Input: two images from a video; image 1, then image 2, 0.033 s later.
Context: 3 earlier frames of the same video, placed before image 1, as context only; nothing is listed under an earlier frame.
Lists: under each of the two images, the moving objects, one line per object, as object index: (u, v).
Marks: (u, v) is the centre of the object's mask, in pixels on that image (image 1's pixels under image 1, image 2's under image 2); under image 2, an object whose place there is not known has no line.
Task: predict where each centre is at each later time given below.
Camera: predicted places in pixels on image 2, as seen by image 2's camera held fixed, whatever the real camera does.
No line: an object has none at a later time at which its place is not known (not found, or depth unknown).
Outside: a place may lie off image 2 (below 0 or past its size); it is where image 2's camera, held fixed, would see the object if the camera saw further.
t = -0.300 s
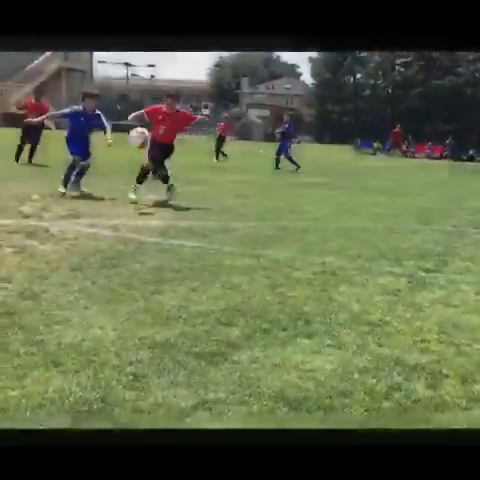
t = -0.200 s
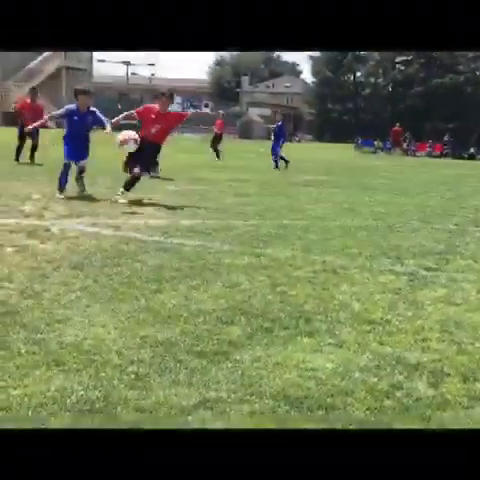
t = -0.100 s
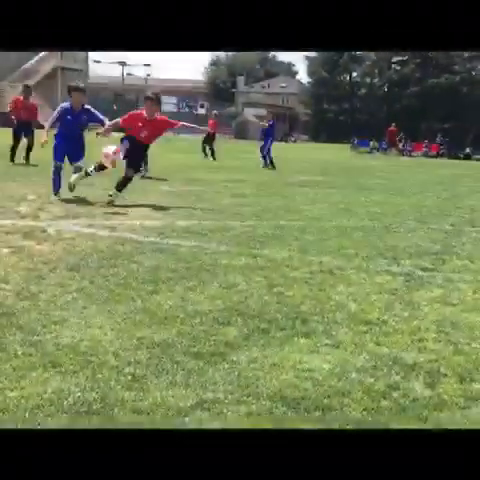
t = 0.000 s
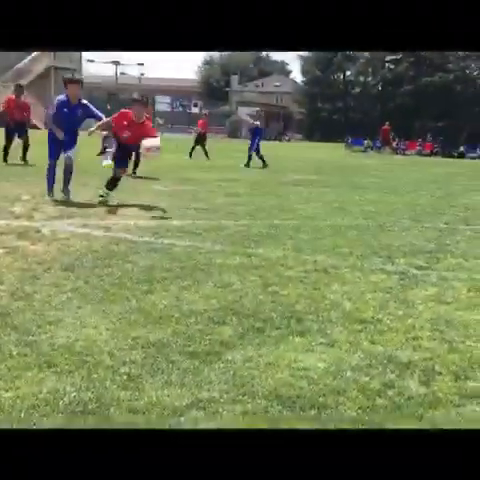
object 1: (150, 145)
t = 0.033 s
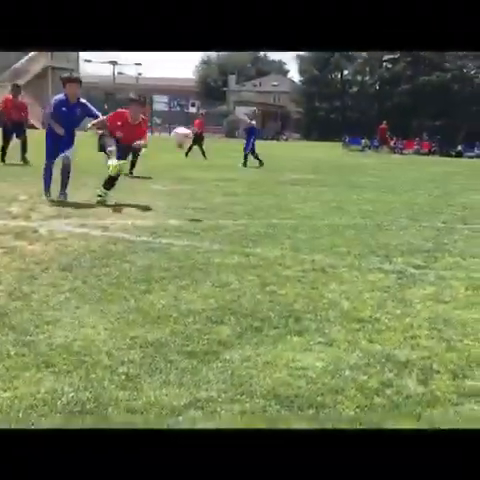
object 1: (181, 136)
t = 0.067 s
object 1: (214, 127)
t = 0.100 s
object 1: (247, 117)
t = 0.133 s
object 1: (281, 112)
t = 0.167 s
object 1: (315, 106)
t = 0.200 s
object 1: (348, 101)
